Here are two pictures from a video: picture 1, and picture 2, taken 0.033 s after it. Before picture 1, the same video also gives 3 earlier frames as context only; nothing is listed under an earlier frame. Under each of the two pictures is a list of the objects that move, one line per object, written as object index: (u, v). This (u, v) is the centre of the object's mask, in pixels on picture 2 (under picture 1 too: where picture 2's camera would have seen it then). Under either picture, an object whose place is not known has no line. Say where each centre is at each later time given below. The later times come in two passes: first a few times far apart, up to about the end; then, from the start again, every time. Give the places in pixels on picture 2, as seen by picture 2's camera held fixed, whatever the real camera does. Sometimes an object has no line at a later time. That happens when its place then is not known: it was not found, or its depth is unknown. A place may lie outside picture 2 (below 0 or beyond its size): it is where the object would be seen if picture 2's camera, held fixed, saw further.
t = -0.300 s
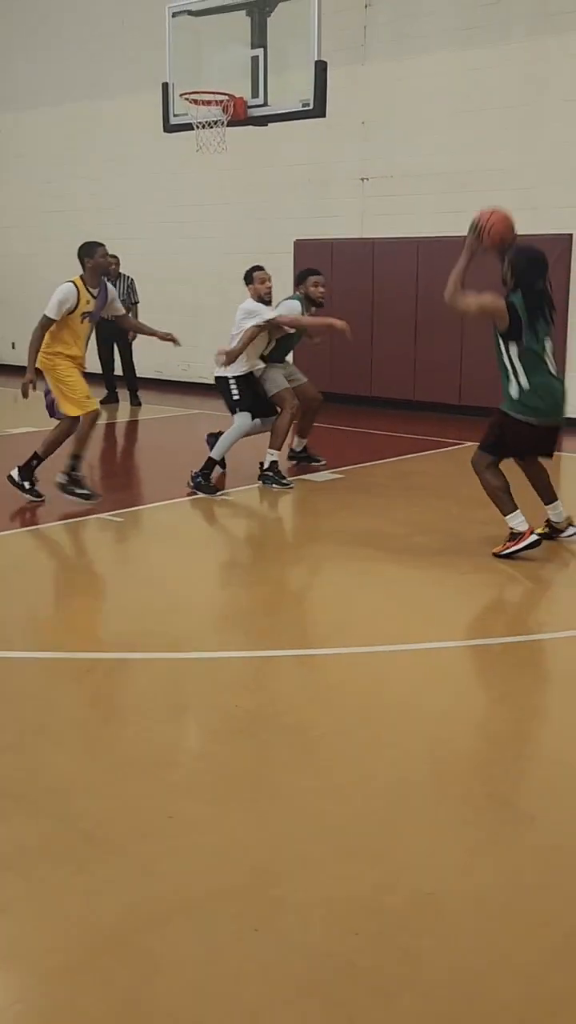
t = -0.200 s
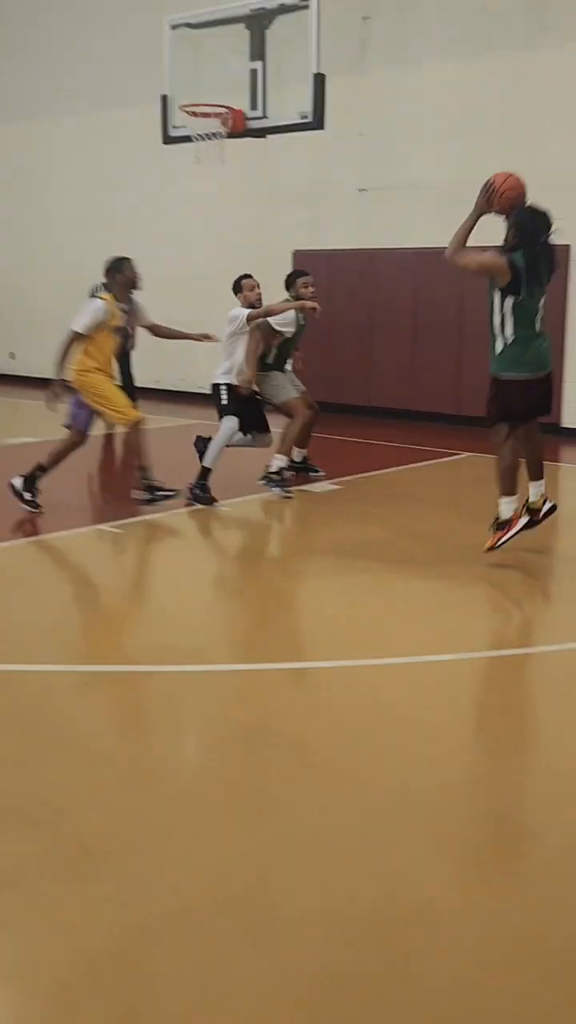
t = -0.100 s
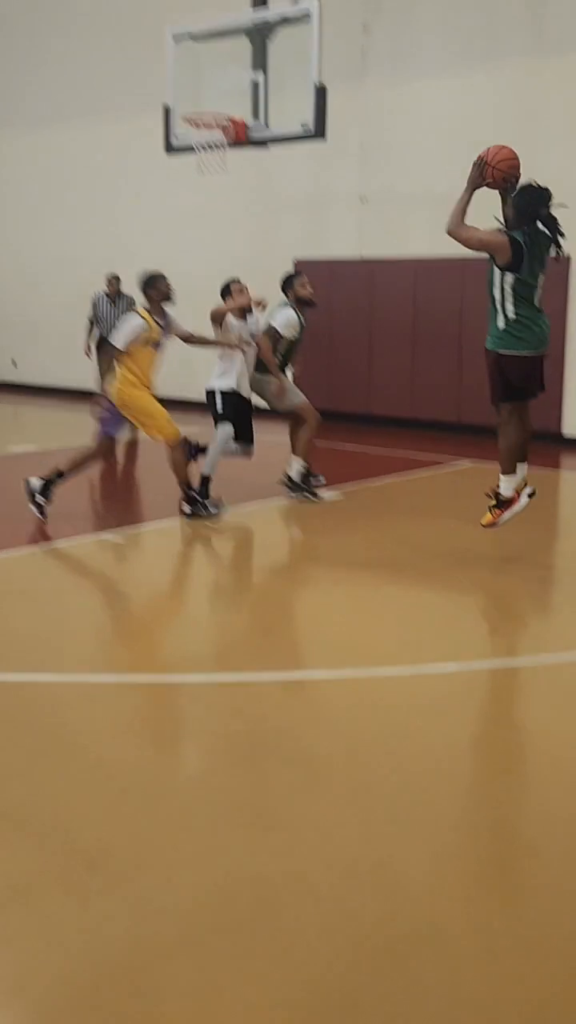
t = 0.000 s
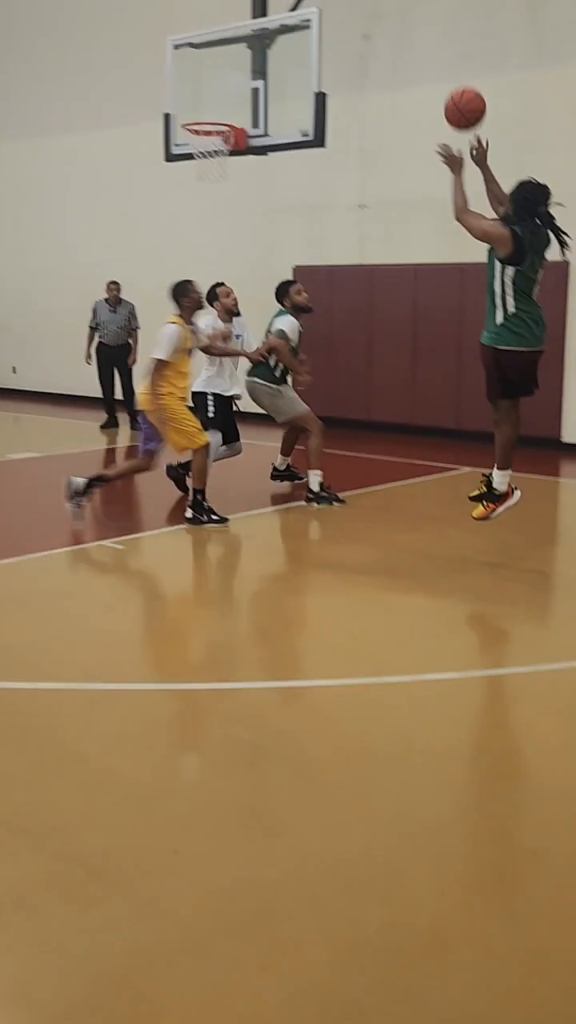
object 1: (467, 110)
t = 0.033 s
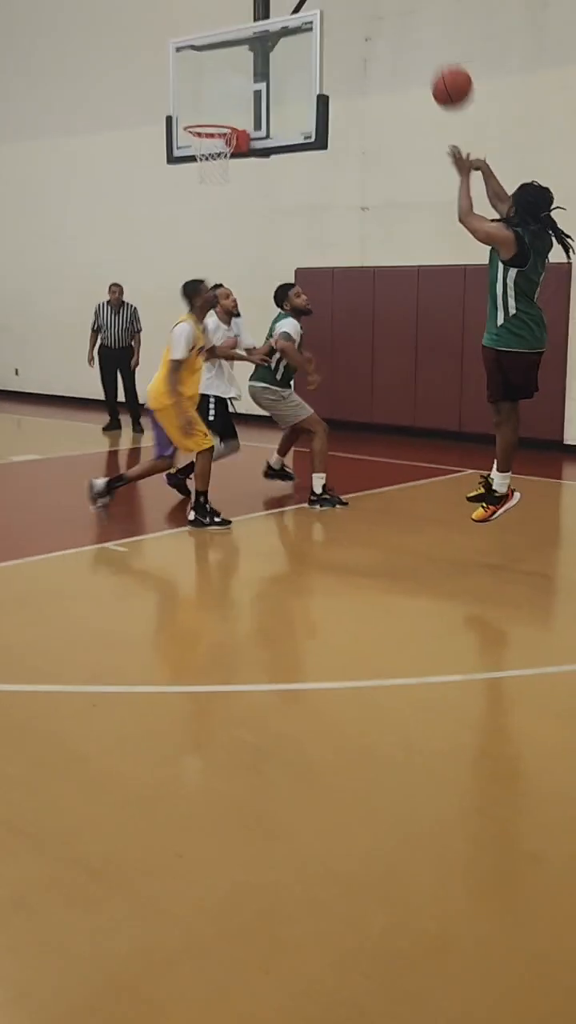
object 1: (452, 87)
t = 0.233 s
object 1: (372, 0)
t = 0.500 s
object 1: (288, -5)
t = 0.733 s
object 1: (230, 63)
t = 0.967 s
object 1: (229, 110)
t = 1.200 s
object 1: (244, 61)
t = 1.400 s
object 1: (257, 70)
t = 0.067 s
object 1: (437, 63)
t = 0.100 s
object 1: (423, 45)
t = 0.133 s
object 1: (410, 31)
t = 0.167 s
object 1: (396, 18)
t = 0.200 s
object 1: (384, 7)
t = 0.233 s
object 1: (372, 0)
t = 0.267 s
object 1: (360, -4)
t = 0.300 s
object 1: (348, -8)
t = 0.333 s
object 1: (338, -11)
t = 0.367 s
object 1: (327, -12)
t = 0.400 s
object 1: (317, -13)
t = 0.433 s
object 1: (307, -13)
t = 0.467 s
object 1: (297, -11)
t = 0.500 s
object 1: (288, -5)
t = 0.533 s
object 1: (279, 1)
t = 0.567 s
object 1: (270, 8)
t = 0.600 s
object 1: (261, 17)
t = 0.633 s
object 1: (253, 27)
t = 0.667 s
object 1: (245, 38)
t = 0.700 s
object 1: (237, 50)
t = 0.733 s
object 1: (230, 63)
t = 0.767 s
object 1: (223, 77)
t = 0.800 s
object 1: (215, 92)
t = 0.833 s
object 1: (209, 107)
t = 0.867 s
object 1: (202, 124)
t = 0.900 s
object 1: (211, 122)
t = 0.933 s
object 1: (224, 116)
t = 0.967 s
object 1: (229, 110)
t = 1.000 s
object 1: (230, 100)
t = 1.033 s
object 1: (232, 90)
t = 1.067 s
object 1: (235, 81)
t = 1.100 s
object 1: (237, 74)
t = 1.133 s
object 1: (239, 69)
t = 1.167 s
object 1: (242, 64)
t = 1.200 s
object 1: (244, 61)
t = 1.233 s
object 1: (246, 59)
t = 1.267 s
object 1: (248, 59)
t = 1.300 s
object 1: (251, 60)
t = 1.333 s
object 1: (253, 62)
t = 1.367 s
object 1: (255, 65)
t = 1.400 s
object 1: (257, 70)
